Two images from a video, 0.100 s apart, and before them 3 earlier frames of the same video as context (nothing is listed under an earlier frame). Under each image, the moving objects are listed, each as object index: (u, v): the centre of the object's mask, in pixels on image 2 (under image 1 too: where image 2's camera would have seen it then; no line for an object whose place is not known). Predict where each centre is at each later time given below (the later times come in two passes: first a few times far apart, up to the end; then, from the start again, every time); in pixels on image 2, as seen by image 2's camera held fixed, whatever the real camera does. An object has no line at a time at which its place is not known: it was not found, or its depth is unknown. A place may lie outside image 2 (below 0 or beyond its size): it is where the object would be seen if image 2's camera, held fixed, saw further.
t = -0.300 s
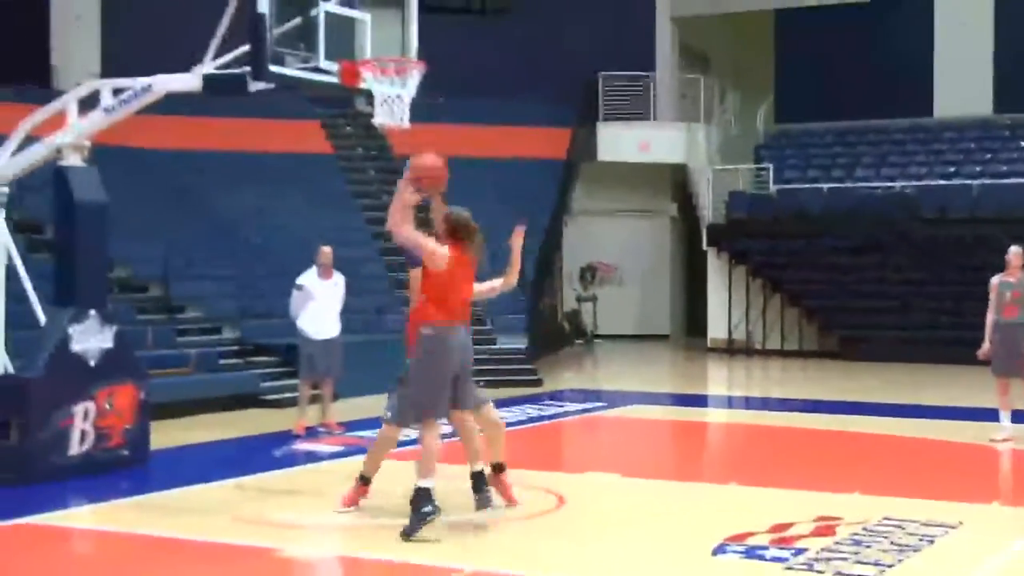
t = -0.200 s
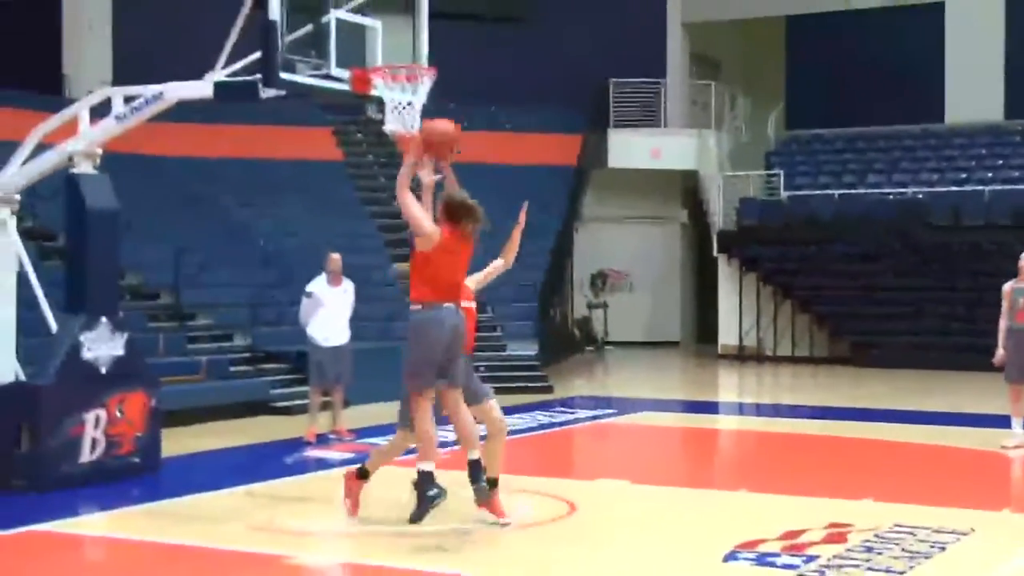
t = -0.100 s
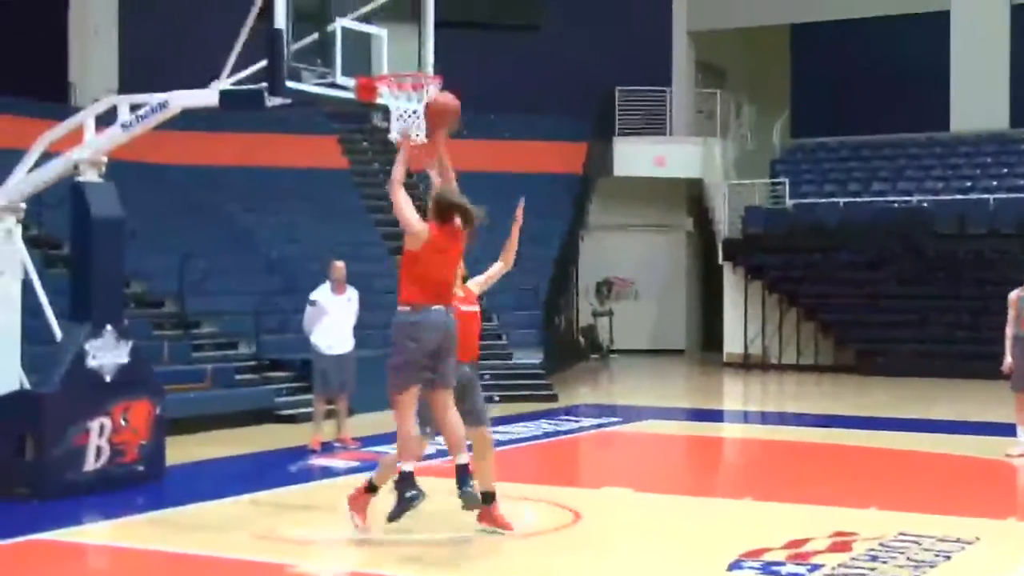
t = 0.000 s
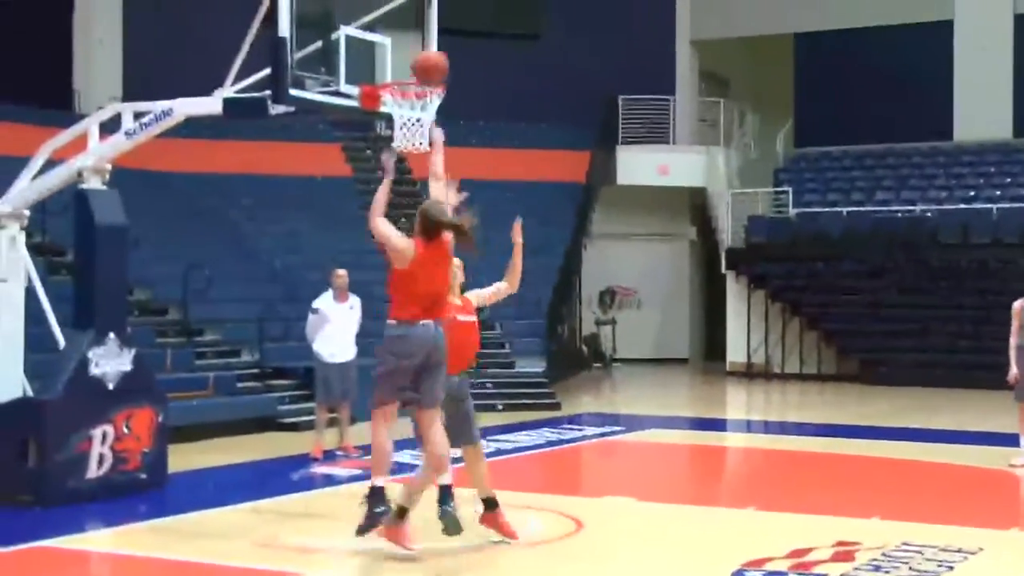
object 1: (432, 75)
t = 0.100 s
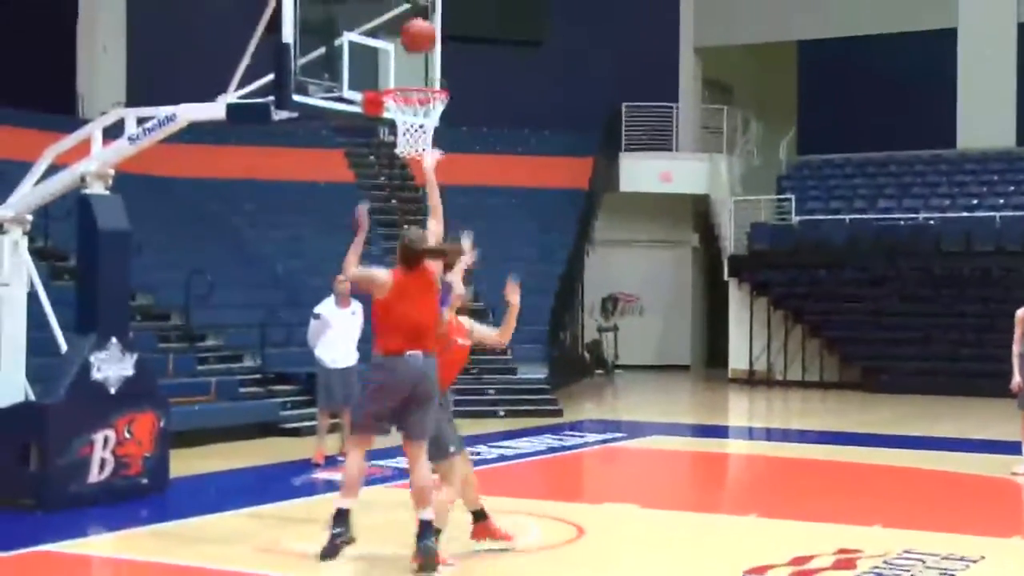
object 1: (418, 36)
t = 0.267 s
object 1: (396, 14)
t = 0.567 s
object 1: (380, 62)
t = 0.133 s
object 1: (415, 28)
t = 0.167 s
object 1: (411, 21)
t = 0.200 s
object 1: (405, 17)
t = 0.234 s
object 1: (400, 15)
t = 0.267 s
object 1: (396, 14)
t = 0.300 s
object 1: (392, 13)
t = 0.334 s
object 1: (387, 15)
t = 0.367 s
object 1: (383, 18)
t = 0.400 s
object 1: (378, 21)
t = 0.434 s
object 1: (374, 27)
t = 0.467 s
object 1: (370, 36)
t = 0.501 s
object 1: (365, 46)
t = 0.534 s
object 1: (371, 56)
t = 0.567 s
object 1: (380, 62)
